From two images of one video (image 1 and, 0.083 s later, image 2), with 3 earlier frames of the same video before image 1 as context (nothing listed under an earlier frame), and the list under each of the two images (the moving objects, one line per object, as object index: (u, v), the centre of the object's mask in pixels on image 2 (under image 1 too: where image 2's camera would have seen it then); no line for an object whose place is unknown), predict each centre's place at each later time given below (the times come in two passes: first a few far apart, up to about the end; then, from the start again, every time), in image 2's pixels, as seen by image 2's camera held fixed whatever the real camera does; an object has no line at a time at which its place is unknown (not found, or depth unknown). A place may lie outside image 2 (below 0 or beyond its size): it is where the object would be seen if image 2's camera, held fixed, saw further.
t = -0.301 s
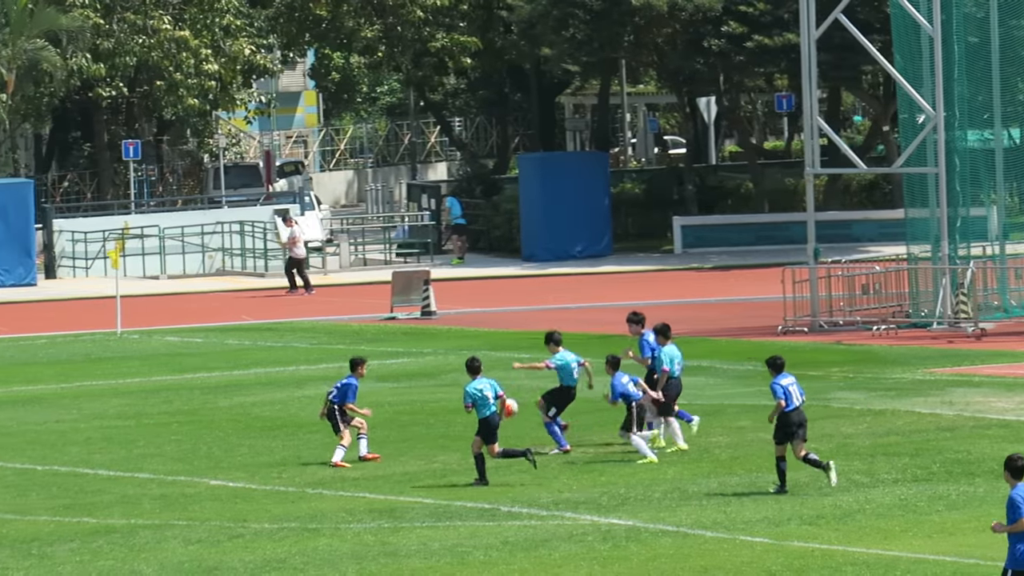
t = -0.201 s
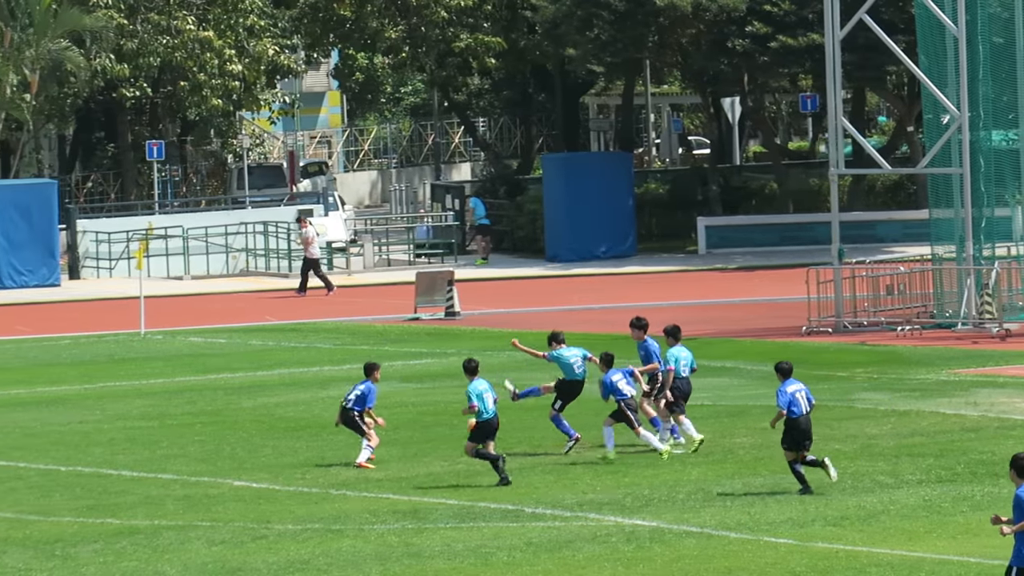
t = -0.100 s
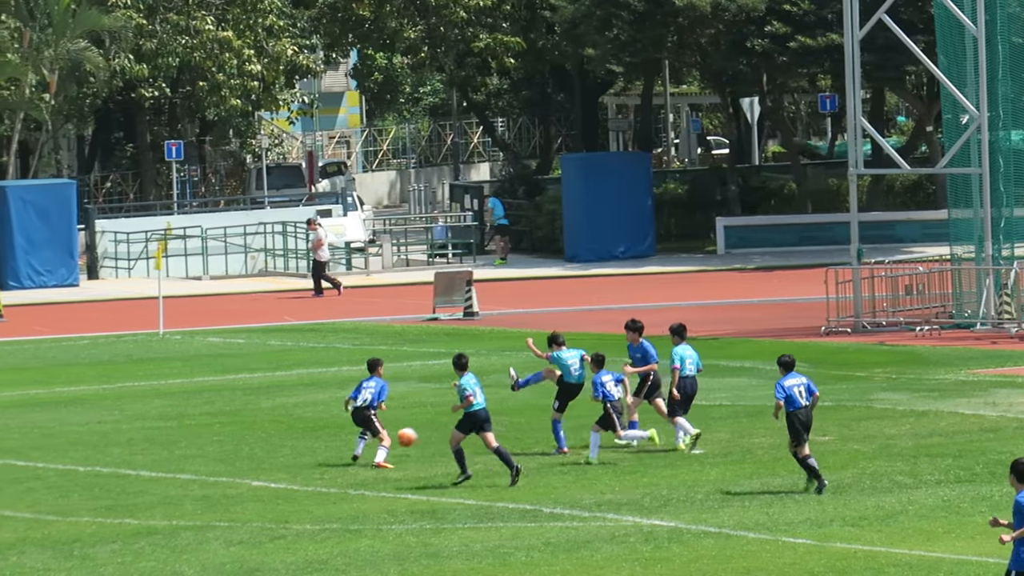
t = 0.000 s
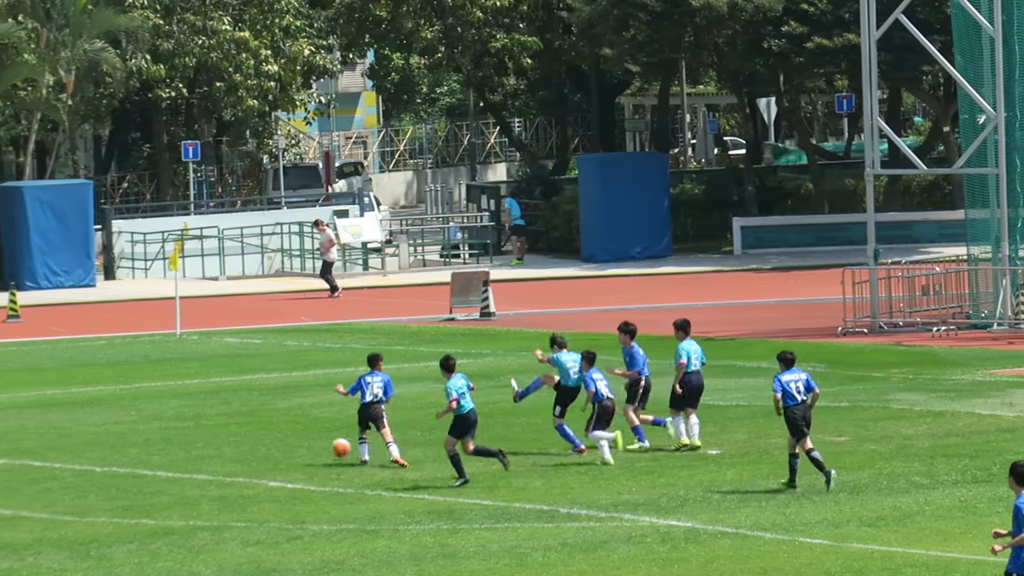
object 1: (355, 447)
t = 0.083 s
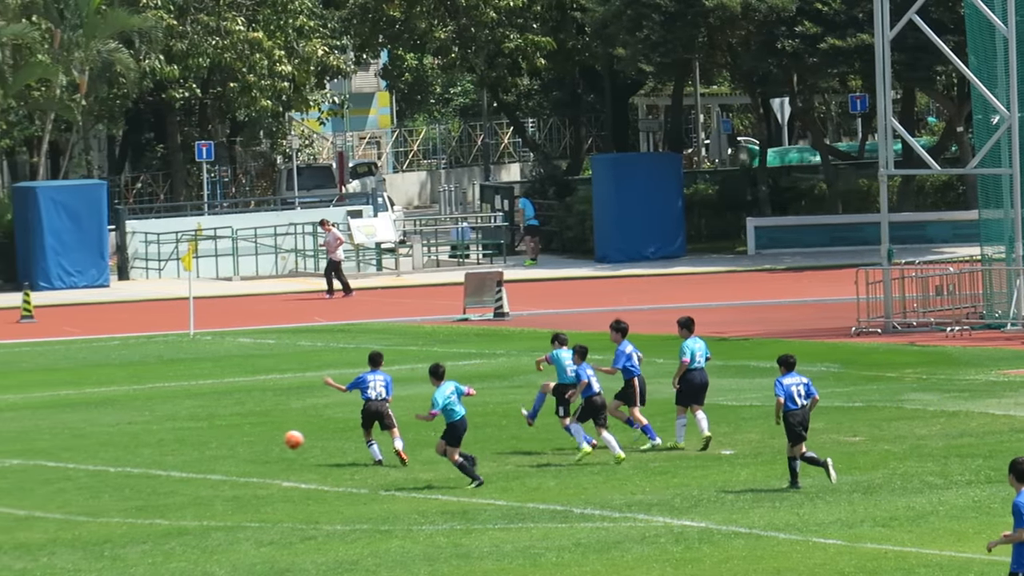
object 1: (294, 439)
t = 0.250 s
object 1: (172, 443)
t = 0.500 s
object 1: (2, 457)
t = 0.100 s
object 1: (281, 439)
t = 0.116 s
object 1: (269, 438)
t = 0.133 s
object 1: (257, 438)
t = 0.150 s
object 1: (245, 438)
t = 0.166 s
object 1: (234, 438)
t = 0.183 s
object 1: (221, 438)
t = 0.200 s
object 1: (209, 440)
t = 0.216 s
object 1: (196, 441)
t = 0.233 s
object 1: (185, 441)
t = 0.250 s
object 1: (172, 443)
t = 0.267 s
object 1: (161, 445)
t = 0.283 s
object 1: (148, 447)
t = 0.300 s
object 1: (137, 450)
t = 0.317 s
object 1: (125, 452)
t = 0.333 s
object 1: (113, 456)
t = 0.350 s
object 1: (100, 459)
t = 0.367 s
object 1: (88, 461)
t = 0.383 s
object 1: (75, 460)
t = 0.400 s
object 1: (63, 459)
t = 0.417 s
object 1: (51, 458)
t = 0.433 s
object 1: (36, 457)
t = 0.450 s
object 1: (24, 457)
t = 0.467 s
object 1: (15, 457)
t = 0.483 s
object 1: (10, 457)
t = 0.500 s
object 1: (2, 457)
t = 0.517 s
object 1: (2, 456)
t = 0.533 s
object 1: (-9, 457)
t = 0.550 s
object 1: (-19, 459)
